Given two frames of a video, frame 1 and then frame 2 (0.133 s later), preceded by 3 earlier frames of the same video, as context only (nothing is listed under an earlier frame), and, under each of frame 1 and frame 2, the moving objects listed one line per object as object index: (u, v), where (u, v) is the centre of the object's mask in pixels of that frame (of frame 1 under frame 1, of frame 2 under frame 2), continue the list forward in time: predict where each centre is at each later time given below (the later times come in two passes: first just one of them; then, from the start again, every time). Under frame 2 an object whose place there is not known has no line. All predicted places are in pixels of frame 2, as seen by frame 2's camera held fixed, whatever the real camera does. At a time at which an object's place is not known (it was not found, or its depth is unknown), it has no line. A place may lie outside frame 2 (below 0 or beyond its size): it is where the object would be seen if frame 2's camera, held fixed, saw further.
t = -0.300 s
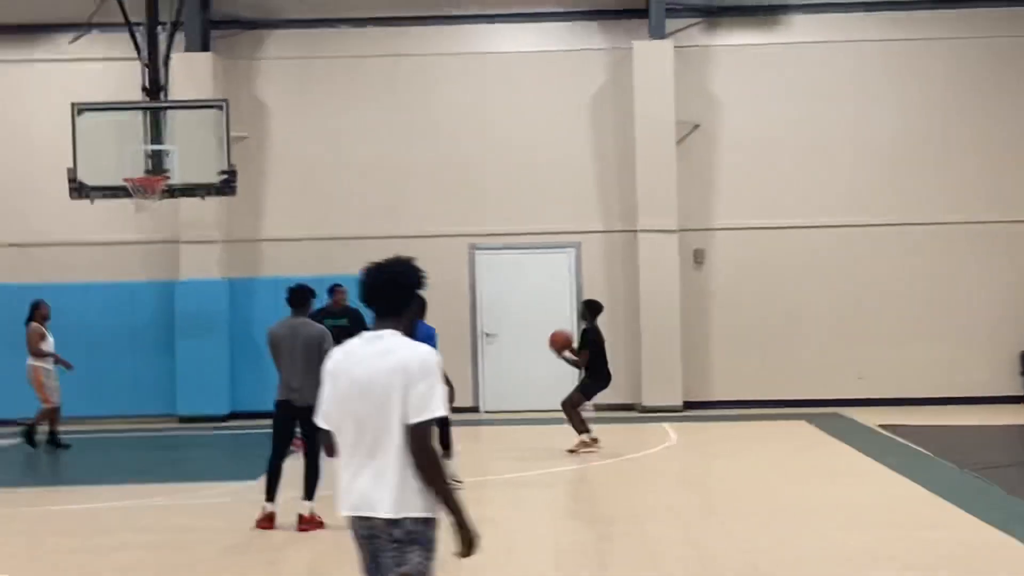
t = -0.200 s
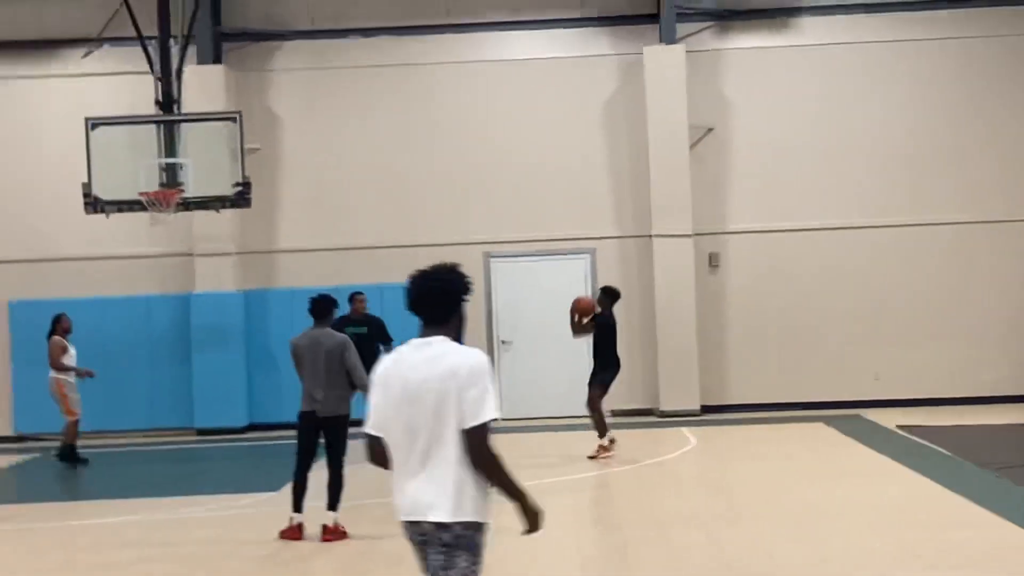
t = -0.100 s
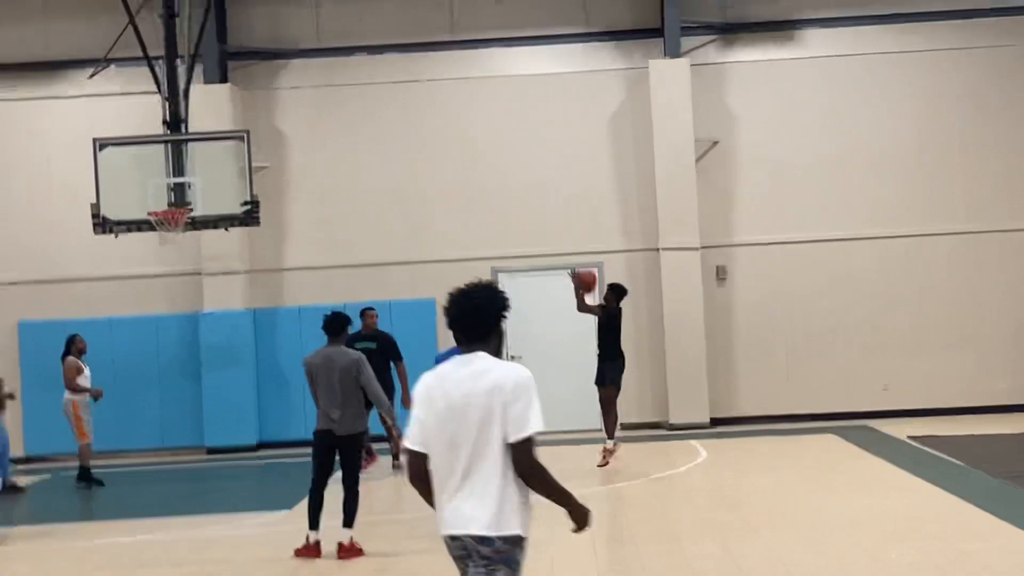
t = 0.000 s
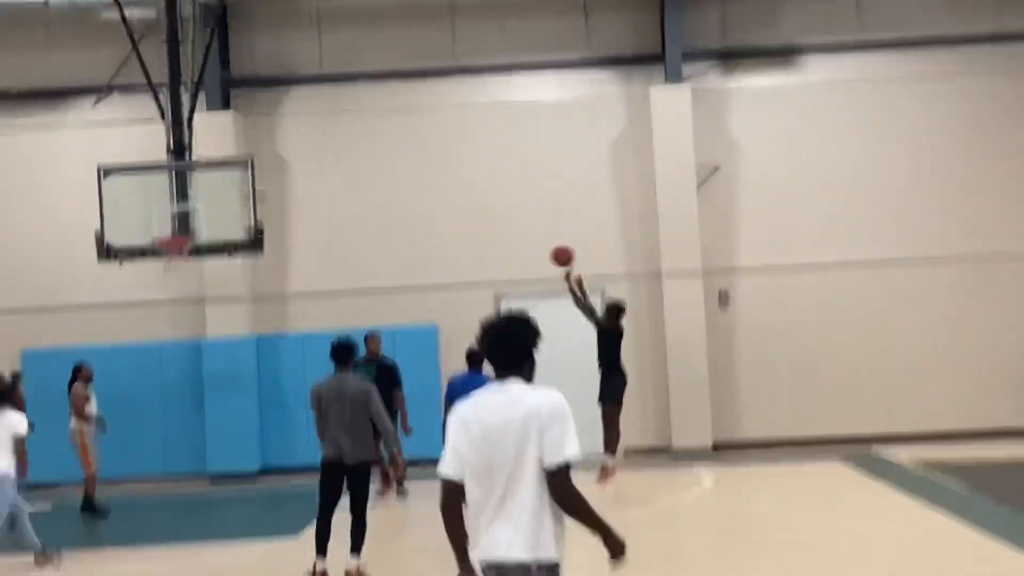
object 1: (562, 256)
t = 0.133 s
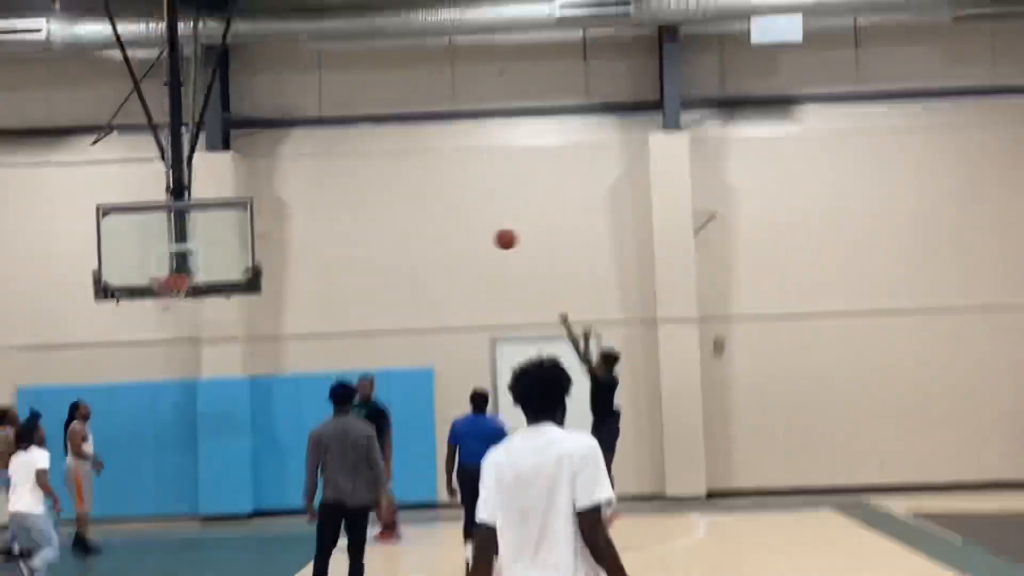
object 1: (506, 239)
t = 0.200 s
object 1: (480, 215)
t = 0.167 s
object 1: (493, 226)
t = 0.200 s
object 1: (480, 215)
